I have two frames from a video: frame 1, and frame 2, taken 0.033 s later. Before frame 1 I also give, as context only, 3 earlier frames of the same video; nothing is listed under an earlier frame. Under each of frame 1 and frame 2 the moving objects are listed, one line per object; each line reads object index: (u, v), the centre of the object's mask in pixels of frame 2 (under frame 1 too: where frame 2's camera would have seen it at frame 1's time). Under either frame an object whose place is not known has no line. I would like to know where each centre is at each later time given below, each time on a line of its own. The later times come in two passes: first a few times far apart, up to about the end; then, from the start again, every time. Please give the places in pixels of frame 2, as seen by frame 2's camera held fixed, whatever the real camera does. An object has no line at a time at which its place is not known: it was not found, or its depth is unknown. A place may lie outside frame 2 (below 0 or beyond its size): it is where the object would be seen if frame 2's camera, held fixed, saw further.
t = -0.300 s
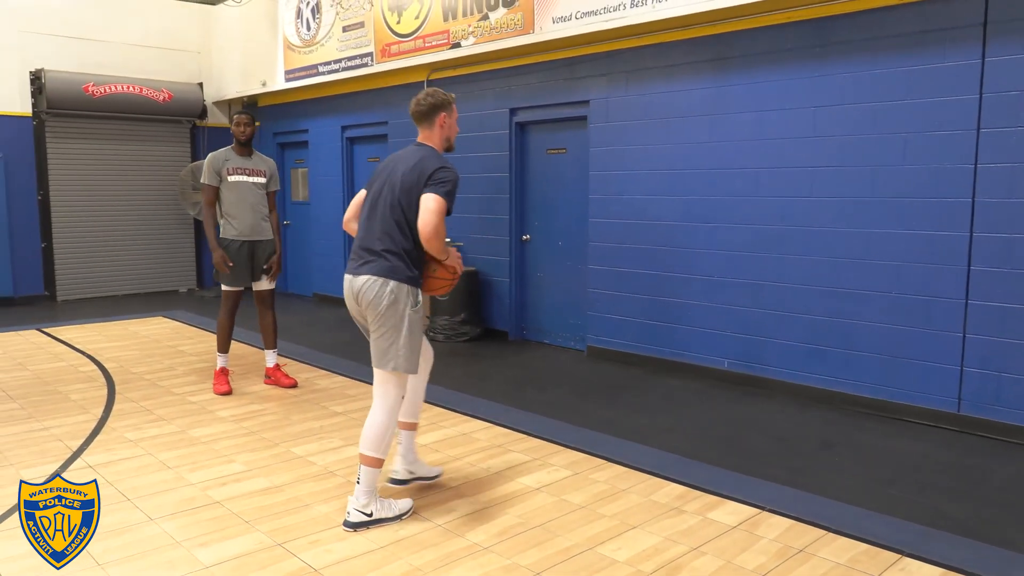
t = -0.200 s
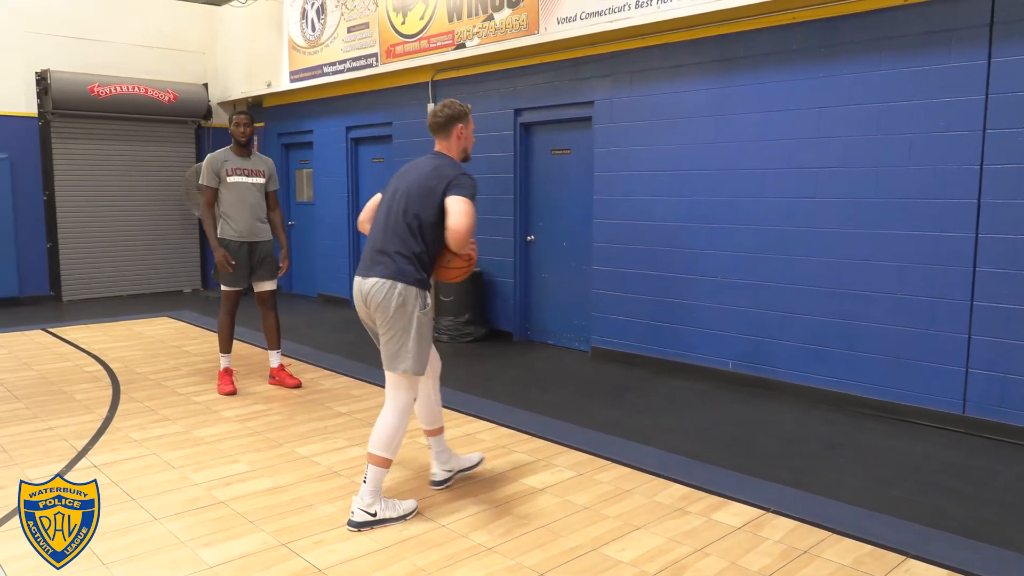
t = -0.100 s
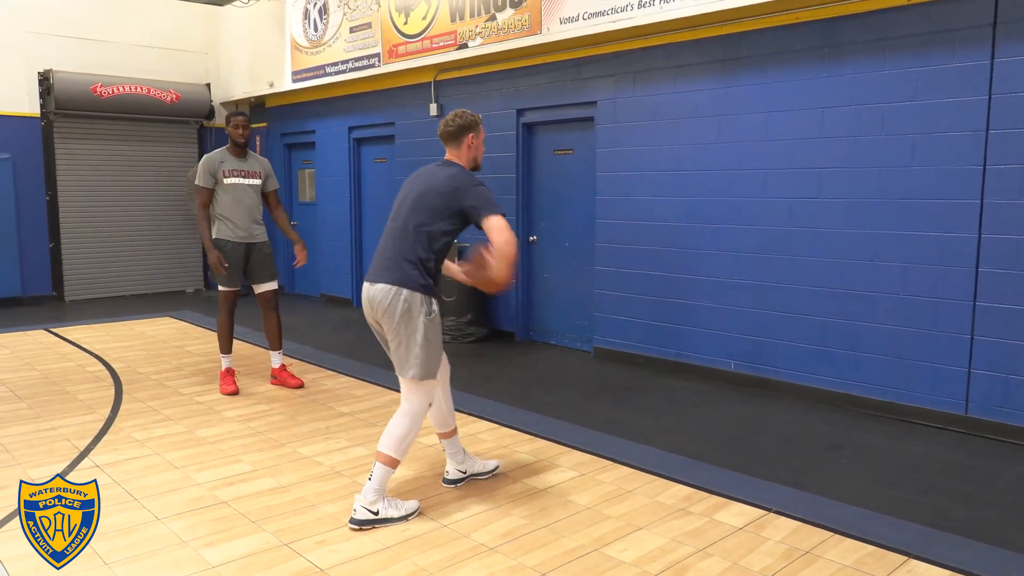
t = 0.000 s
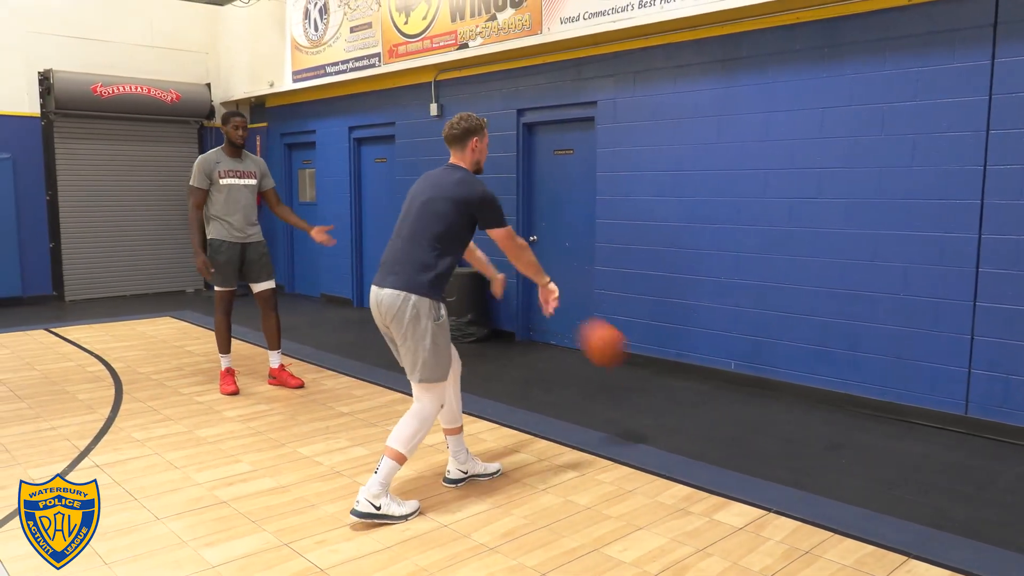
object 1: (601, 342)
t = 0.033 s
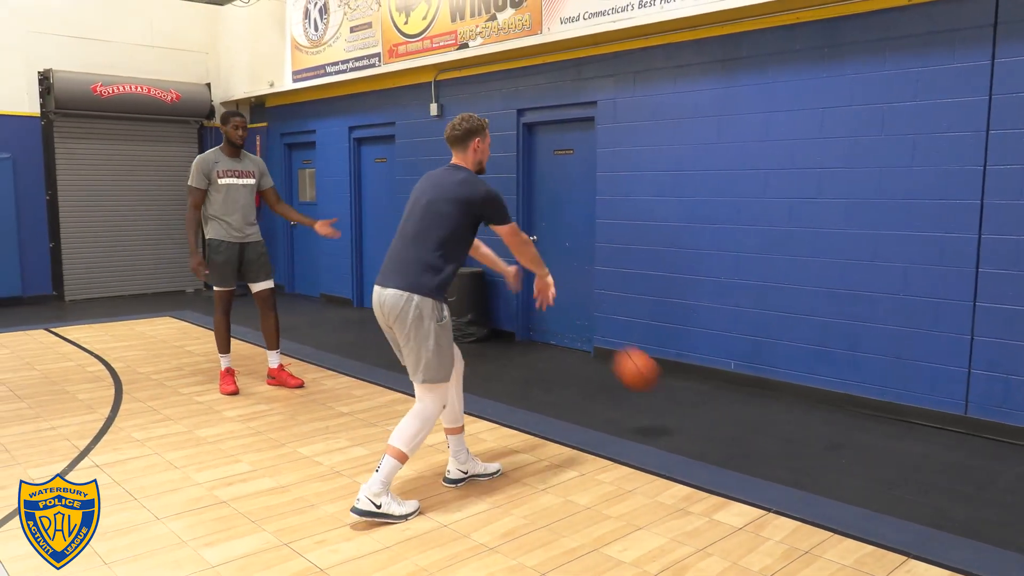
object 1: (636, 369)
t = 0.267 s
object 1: (752, 275)
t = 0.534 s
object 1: (737, 169)
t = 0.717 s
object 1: (685, 146)
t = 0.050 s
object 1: (651, 382)
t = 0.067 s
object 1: (667, 395)
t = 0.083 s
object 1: (681, 406)
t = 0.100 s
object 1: (689, 395)
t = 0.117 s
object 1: (695, 380)
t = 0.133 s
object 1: (701, 366)
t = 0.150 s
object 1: (708, 354)
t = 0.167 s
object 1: (715, 340)
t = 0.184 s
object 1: (721, 327)
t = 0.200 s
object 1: (728, 315)
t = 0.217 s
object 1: (734, 305)
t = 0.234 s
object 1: (740, 295)
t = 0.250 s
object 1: (745, 285)
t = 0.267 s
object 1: (752, 275)
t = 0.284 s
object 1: (758, 266)
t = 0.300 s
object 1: (763, 258)
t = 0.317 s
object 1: (769, 250)
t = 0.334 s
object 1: (775, 243)
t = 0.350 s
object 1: (779, 235)
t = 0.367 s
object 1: (776, 227)
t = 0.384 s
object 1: (772, 220)
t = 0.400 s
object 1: (769, 213)
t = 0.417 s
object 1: (765, 207)
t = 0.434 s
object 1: (761, 201)
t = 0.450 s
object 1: (757, 195)
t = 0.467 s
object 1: (753, 189)
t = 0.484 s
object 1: (749, 184)
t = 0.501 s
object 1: (746, 179)
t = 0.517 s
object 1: (742, 174)
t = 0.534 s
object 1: (737, 169)
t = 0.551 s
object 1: (733, 165)
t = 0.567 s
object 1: (729, 162)
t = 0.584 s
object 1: (724, 158)
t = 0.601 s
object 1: (720, 155)
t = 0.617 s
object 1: (714, 153)
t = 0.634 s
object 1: (710, 150)
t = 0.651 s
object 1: (706, 149)
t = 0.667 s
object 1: (700, 148)
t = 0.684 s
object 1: (695, 147)
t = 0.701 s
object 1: (690, 146)
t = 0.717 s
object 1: (685, 146)
